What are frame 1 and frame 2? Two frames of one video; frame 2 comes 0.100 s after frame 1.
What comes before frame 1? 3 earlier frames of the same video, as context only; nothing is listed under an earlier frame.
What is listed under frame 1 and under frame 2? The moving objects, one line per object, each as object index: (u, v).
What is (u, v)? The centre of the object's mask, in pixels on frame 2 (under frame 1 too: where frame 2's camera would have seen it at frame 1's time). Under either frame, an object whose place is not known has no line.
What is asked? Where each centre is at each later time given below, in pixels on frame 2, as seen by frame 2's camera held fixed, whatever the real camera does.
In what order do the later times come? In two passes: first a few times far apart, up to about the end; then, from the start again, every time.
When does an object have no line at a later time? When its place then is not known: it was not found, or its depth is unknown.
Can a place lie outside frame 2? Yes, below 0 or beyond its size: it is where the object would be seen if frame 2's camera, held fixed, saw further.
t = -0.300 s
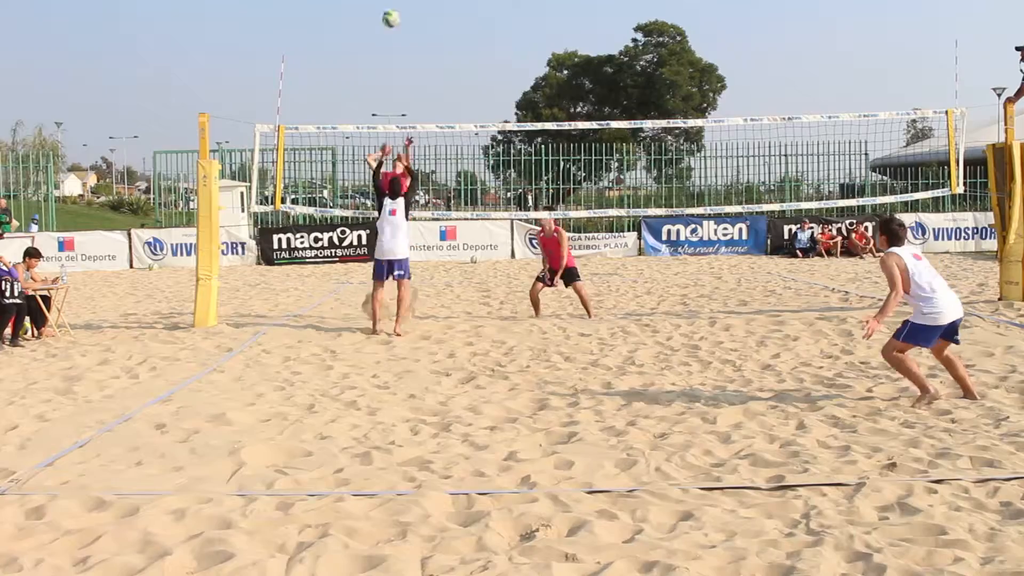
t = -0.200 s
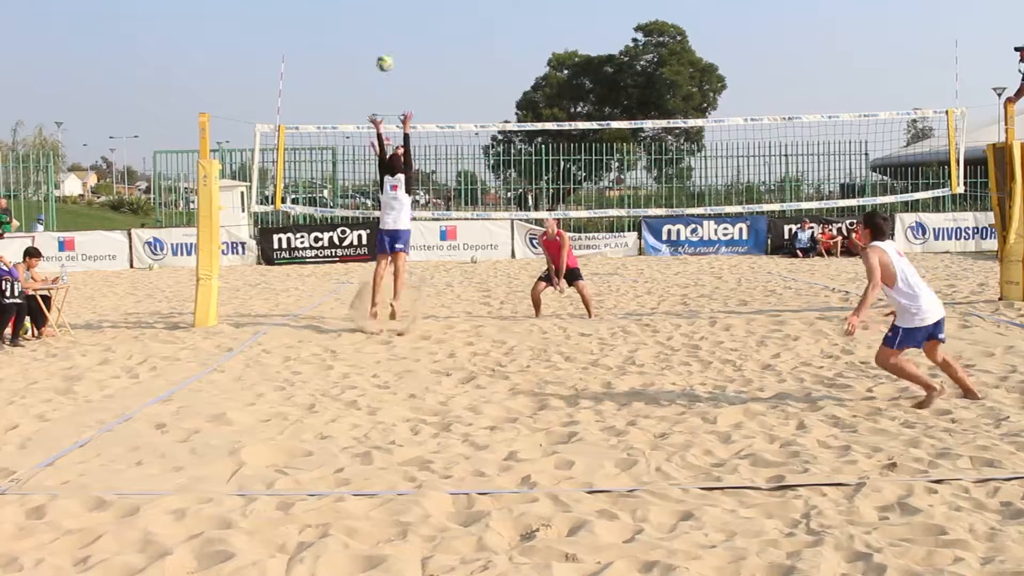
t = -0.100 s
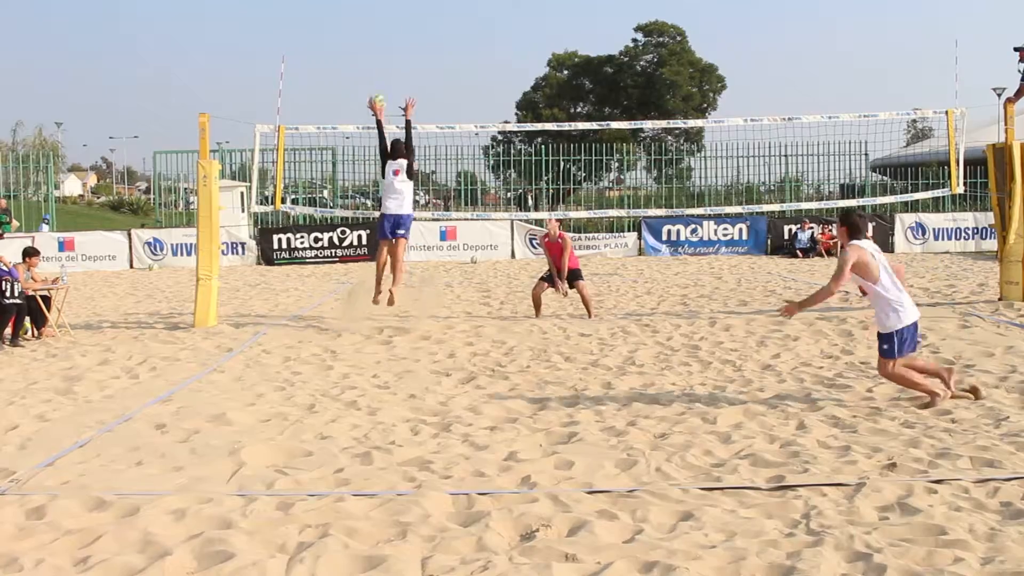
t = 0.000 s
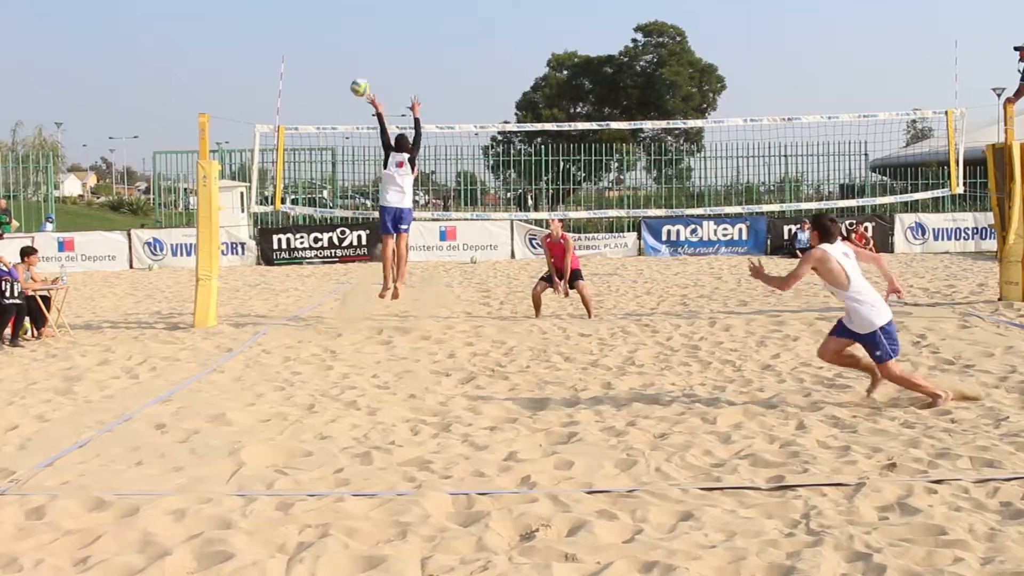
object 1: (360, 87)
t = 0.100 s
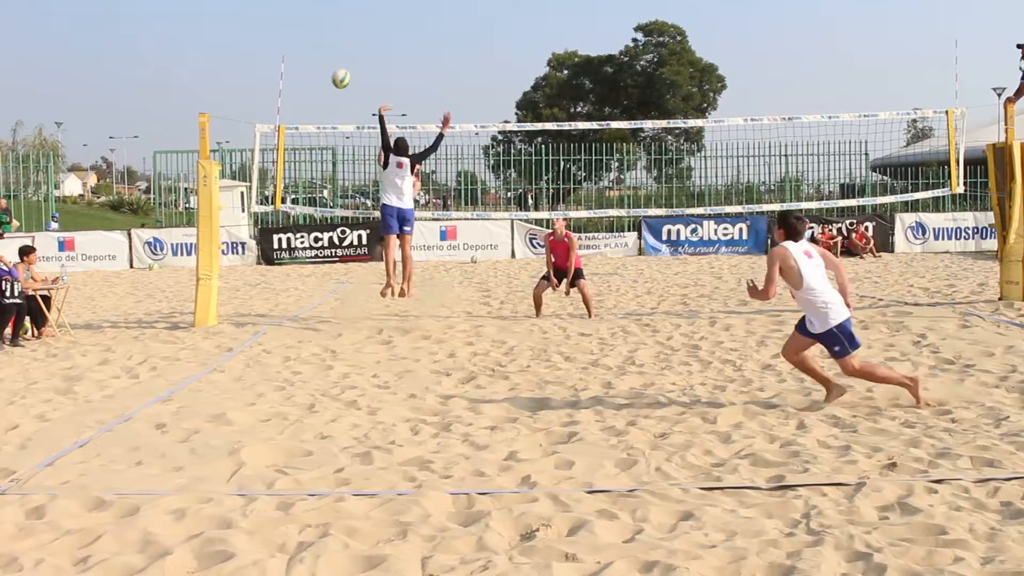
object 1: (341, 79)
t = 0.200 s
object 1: (320, 80)
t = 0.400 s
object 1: (272, 117)
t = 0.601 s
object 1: (213, 217)
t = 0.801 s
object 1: (140, 406)
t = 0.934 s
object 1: (100, 336)
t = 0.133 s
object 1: (334, 78)
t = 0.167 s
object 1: (327, 79)
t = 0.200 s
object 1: (320, 80)
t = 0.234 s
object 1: (313, 83)
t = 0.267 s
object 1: (305, 87)
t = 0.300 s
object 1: (296, 93)
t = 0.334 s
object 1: (289, 99)
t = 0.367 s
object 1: (281, 107)
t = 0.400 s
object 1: (272, 117)
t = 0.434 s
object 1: (263, 129)
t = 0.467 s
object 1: (253, 142)
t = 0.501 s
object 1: (243, 158)
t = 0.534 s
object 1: (234, 176)
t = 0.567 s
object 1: (223, 196)
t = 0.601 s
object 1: (213, 217)
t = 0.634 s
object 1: (201, 242)
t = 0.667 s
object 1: (190, 270)
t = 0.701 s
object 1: (178, 301)
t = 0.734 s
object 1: (165, 334)
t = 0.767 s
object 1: (153, 370)
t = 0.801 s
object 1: (140, 406)
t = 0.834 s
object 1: (130, 389)
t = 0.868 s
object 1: (121, 370)
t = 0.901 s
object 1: (111, 352)
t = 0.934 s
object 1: (100, 336)
